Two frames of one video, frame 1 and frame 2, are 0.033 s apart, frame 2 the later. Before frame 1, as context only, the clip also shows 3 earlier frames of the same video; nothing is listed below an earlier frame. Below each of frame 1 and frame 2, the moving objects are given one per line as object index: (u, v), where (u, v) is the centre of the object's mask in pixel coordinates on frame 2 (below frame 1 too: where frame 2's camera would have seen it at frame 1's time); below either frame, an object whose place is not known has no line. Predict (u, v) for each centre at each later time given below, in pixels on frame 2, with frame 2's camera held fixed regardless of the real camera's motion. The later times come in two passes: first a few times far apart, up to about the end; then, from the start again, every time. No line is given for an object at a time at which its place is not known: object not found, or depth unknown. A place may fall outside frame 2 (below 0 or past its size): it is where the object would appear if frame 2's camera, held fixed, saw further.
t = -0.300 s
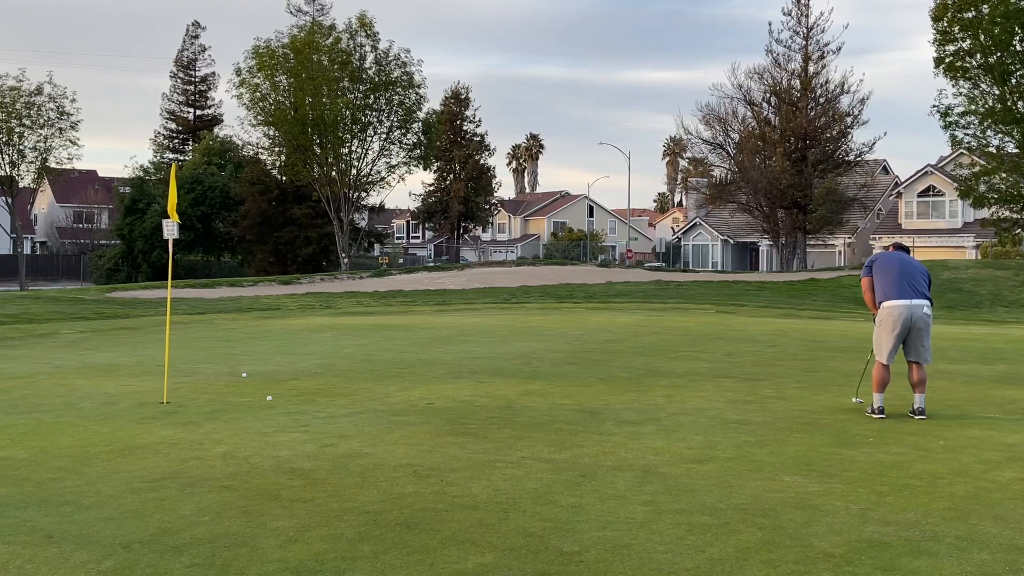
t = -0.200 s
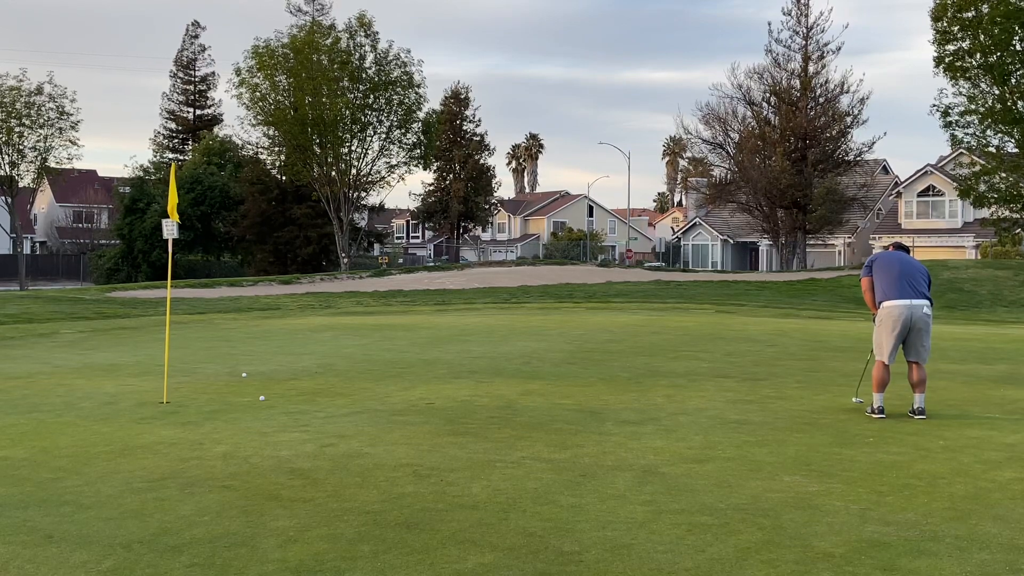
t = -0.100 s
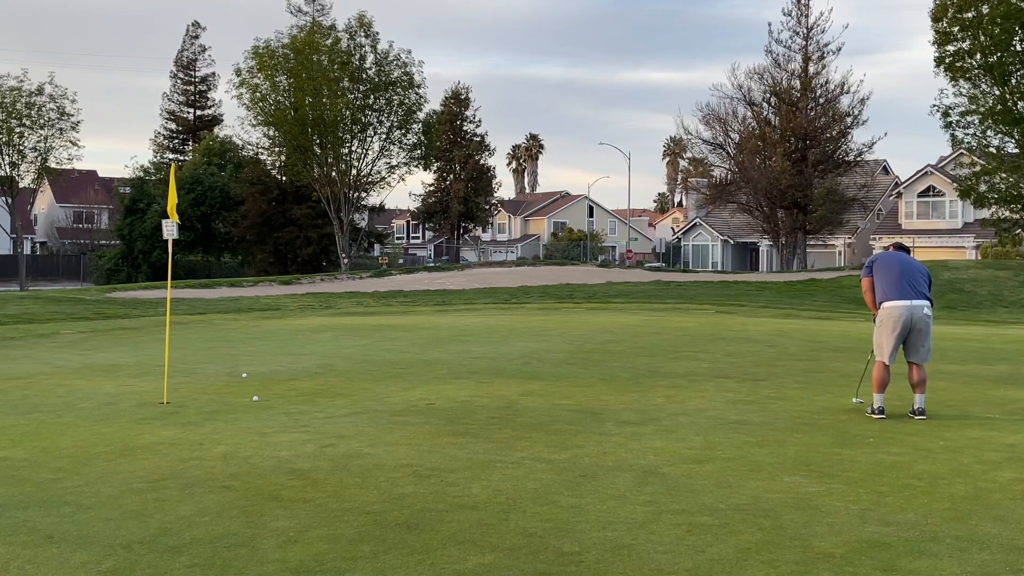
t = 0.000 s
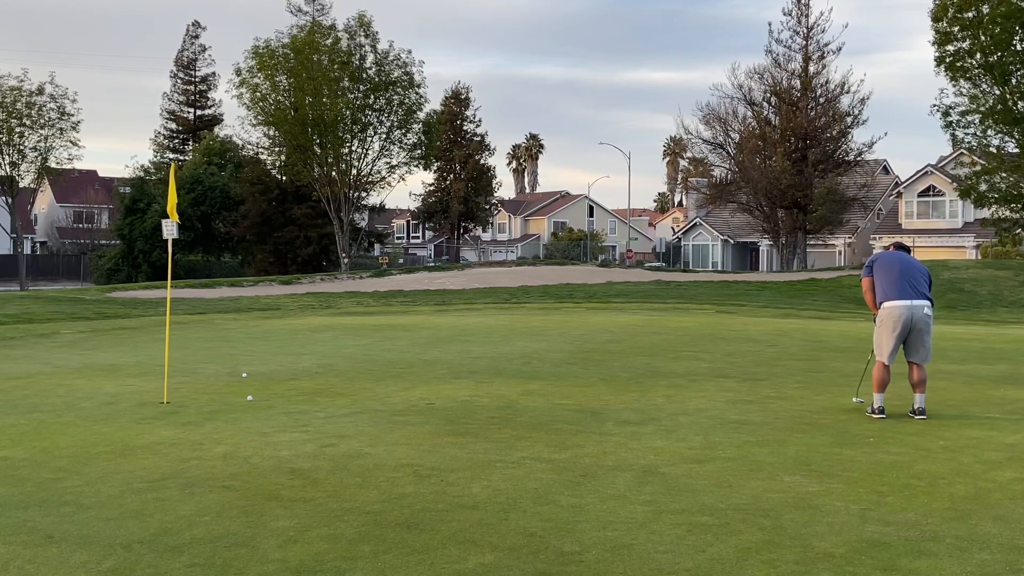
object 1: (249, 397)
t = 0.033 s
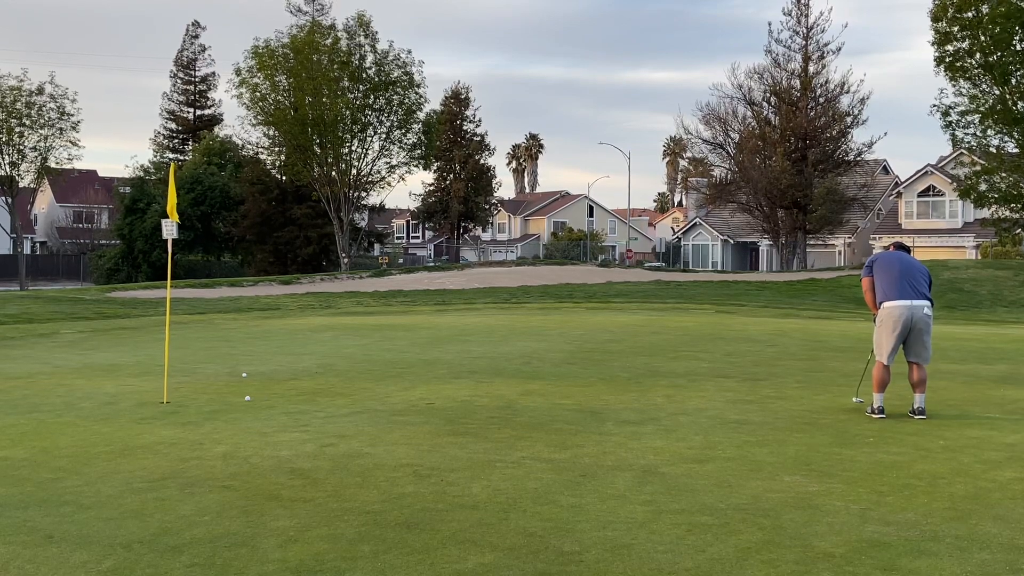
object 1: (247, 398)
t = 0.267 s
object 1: (235, 398)
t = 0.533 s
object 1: (226, 398)
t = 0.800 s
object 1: (219, 398)
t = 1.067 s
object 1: (216, 399)
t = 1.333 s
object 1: (215, 399)
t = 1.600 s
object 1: (215, 399)
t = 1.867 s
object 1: (215, 399)
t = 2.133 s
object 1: (215, 399)
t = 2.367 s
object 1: (215, 399)
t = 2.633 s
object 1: (215, 399)
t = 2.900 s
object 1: (215, 399)
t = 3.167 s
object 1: (215, 399)
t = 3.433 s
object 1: (215, 399)
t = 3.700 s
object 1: (215, 399)
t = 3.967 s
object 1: (215, 399)
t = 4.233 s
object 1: (215, 399)
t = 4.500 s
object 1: (214, 399)
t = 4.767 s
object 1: (215, 399)
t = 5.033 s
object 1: (215, 399)
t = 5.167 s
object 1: (215, 399)
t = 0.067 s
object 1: (245, 397)
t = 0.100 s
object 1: (244, 397)
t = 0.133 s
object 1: (242, 397)
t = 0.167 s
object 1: (240, 397)
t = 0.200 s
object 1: (239, 397)
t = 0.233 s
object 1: (237, 398)
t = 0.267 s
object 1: (235, 398)
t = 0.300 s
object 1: (233, 398)
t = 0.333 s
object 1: (232, 398)
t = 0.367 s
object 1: (231, 397)
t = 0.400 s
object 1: (230, 398)
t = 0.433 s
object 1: (229, 398)
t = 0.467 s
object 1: (228, 398)
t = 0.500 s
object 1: (226, 398)
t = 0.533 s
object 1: (226, 398)
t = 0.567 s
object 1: (225, 398)
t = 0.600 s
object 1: (224, 398)
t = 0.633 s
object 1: (223, 398)
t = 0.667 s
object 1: (222, 398)
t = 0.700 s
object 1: (221, 398)
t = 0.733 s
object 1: (220, 398)
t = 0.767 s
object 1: (220, 398)
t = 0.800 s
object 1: (219, 398)
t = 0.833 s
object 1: (218, 399)
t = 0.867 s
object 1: (217, 399)
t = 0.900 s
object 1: (217, 399)
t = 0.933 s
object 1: (217, 399)
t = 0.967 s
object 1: (216, 399)
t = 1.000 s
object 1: (216, 398)
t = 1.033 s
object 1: (216, 399)
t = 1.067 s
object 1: (216, 399)
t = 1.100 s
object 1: (215, 399)
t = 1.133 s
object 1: (215, 399)
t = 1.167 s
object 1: (215, 399)
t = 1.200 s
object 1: (215, 399)
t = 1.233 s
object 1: (215, 399)
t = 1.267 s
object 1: (215, 399)
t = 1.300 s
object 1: (215, 399)
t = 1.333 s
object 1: (215, 399)
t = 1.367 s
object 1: (215, 399)
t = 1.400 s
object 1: (215, 399)
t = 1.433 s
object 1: (215, 399)
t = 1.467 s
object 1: (215, 399)
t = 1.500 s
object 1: (215, 399)
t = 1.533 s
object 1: (215, 399)
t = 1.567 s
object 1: (215, 399)
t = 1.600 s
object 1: (215, 399)
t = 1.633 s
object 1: (215, 399)
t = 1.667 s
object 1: (215, 399)
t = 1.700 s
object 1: (215, 399)
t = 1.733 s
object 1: (215, 399)
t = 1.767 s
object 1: (215, 399)
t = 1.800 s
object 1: (215, 399)
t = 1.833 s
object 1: (215, 399)
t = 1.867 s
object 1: (215, 399)
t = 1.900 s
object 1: (215, 399)
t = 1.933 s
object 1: (215, 399)
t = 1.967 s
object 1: (215, 399)
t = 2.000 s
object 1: (215, 399)
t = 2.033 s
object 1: (215, 399)
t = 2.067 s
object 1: (215, 399)
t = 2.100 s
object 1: (215, 399)
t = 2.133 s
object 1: (215, 399)
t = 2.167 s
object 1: (215, 399)
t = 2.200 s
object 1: (215, 399)
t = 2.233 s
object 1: (215, 399)
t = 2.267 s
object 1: (215, 399)
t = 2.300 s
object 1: (215, 399)
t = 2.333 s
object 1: (215, 399)
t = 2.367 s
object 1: (215, 399)
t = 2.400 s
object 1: (215, 399)
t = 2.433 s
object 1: (215, 399)
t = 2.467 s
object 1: (215, 399)
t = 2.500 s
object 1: (215, 399)
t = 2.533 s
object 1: (215, 399)
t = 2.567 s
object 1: (215, 399)
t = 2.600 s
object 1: (215, 399)
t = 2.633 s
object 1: (215, 399)
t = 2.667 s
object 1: (215, 399)
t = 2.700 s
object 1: (215, 399)
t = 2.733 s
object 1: (215, 399)
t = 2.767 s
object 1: (215, 399)
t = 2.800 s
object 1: (215, 399)
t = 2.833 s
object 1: (215, 399)
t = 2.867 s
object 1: (215, 399)
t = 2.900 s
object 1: (215, 399)
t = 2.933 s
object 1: (215, 399)
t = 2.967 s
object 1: (215, 399)
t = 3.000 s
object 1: (215, 399)
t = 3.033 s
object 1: (215, 399)
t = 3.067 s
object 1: (215, 399)
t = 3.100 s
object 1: (215, 399)
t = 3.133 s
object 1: (215, 399)
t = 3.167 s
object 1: (215, 399)
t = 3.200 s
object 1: (215, 399)
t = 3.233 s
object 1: (215, 399)
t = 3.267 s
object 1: (215, 399)
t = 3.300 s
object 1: (215, 399)
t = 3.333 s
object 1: (215, 399)
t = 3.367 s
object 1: (215, 399)
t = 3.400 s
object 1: (215, 399)
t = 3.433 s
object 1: (215, 399)
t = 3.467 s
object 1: (215, 399)
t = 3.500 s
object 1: (215, 399)
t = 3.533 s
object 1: (215, 399)
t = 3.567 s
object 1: (215, 399)
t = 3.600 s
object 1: (215, 399)
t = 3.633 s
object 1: (215, 399)
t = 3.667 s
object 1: (215, 399)
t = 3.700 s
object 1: (215, 399)
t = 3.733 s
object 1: (215, 399)
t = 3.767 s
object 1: (215, 399)
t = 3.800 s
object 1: (215, 399)
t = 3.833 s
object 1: (215, 399)
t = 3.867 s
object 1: (215, 399)
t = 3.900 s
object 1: (215, 399)
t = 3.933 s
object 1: (215, 399)
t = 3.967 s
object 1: (215, 399)
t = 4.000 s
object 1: (215, 399)
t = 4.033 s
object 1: (215, 399)
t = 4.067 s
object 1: (215, 399)
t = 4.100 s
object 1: (215, 399)
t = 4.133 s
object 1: (215, 399)
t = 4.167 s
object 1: (215, 399)
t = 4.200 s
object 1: (215, 399)
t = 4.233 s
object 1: (215, 399)
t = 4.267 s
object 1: (215, 399)
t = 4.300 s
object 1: (215, 399)
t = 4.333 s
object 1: (215, 399)
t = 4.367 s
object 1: (215, 399)
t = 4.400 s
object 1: (214, 399)
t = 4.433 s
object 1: (215, 399)
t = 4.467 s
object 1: (215, 399)
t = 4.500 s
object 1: (214, 399)
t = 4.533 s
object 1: (215, 399)
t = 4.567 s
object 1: (215, 399)
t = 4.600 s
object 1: (215, 399)
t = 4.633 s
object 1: (215, 399)
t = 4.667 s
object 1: (215, 399)
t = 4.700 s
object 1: (215, 399)
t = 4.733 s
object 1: (215, 399)
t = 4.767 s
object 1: (215, 399)
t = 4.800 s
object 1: (215, 399)
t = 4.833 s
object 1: (215, 399)
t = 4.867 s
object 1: (215, 399)
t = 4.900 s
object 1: (215, 399)
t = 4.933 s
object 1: (215, 399)
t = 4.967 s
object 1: (215, 399)
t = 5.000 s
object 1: (215, 399)
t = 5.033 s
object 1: (215, 399)
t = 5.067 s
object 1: (215, 399)
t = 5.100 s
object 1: (215, 399)
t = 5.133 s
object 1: (215, 399)
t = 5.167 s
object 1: (215, 399)
